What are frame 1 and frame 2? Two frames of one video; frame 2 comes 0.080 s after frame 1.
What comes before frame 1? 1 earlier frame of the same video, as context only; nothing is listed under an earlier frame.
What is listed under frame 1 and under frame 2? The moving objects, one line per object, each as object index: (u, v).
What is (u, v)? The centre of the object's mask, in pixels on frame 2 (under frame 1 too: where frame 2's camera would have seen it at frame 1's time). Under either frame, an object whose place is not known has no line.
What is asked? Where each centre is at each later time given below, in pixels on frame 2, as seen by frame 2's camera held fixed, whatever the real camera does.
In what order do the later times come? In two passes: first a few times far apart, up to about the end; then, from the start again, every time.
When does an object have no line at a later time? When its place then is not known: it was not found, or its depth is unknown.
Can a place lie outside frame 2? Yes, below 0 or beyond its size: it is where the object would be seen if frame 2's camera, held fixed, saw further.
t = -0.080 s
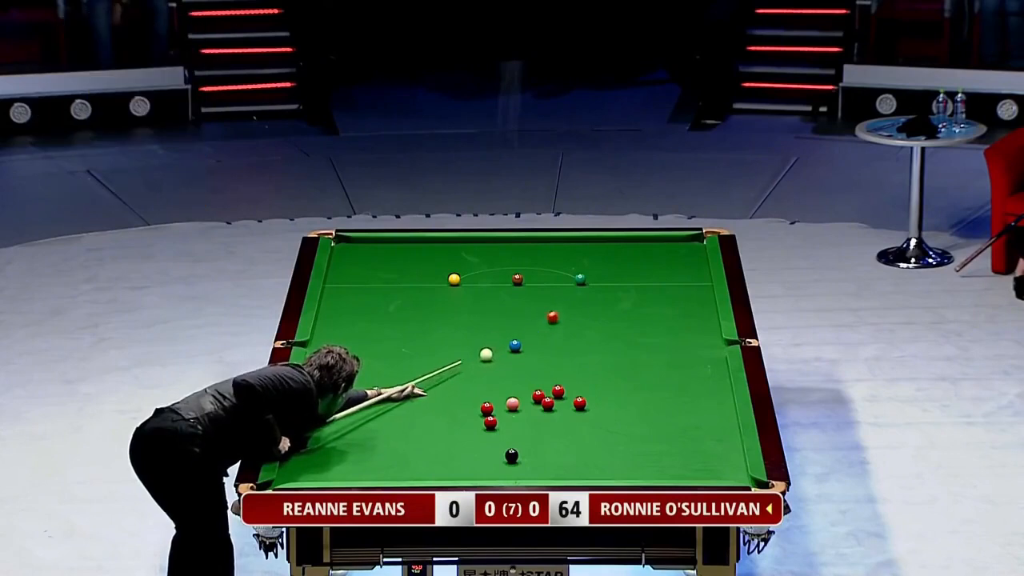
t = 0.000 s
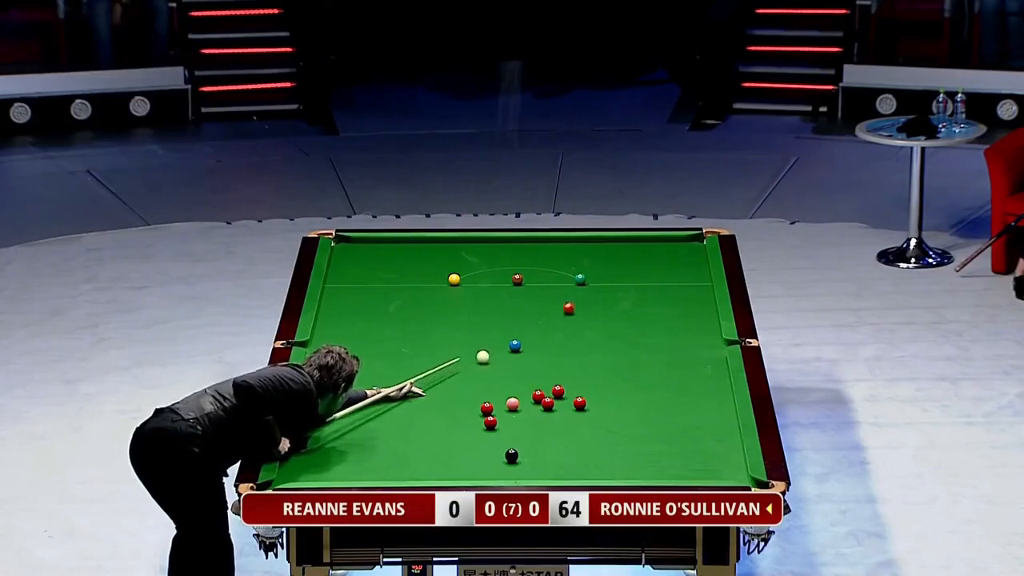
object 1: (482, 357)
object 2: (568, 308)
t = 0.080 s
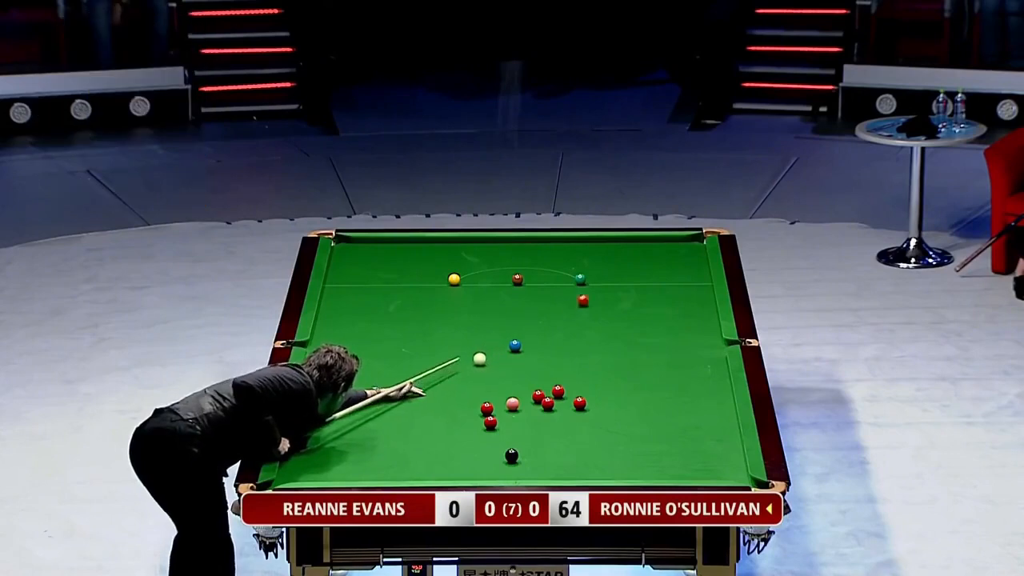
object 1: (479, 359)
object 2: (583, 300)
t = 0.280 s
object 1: (471, 364)
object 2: (618, 281)
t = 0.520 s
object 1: (462, 370)
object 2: (658, 260)
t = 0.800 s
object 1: (451, 377)
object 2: (701, 236)
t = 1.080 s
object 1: (442, 383)
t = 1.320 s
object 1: (434, 388)
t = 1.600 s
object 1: (425, 394)
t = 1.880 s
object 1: (417, 399)
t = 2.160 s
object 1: (409, 404)
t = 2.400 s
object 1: (403, 408)
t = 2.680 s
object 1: (397, 411)
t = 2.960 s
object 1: (392, 415)
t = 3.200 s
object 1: (388, 417)
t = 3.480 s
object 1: (384, 420)
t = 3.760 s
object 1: (382, 422)
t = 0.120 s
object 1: (478, 360)
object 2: (590, 296)
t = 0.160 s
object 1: (476, 361)
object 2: (597, 292)
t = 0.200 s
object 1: (475, 362)
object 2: (604, 289)
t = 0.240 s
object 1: (473, 363)
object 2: (611, 285)
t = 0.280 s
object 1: (471, 364)
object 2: (618, 281)
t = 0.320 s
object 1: (470, 365)
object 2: (625, 277)
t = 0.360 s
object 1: (468, 366)
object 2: (631, 274)
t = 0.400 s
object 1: (467, 367)
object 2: (638, 270)
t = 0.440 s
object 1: (465, 368)
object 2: (645, 267)
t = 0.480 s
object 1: (464, 369)
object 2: (651, 264)
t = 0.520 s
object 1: (462, 370)
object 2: (658, 260)
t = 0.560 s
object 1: (460, 371)
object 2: (664, 256)
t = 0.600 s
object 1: (459, 372)
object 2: (671, 253)
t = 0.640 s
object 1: (457, 373)
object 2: (677, 250)
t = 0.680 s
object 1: (456, 374)
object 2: (683, 247)
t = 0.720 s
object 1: (454, 375)
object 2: (689, 243)
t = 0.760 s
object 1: (453, 376)
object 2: (696, 239)
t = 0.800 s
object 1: (451, 377)
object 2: (701, 236)
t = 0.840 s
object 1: (450, 378)
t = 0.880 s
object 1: (449, 379)
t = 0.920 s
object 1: (447, 379)
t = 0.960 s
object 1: (446, 380)
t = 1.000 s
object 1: (444, 381)
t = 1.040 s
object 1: (443, 382)
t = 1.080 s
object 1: (442, 383)
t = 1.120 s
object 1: (440, 384)
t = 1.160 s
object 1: (439, 385)
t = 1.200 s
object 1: (438, 386)
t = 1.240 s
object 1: (436, 386)
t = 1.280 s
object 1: (435, 387)
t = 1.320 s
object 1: (434, 388)
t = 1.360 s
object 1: (432, 389)
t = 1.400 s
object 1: (431, 390)
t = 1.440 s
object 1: (430, 391)
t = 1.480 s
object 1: (429, 392)
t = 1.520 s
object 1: (427, 392)
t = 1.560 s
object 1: (426, 393)
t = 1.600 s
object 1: (425, 394)
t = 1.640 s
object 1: (424, 395)
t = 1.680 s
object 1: (422, 395)
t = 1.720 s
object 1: (421, 396)
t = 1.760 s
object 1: (420, 397)
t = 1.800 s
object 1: (419, 398)
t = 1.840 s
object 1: (418, 398)
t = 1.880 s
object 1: (417, 399)
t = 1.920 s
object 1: (415, 400)
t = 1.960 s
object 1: (414, 400)
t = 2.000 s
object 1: (413, 401)
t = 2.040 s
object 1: (412, 402)
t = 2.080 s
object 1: (411, 402)
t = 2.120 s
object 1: (410, 403)
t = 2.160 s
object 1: (409, 404)
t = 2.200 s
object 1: (408, 404)
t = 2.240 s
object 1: (407, 405)
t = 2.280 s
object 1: (406, 406)
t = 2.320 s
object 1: (405, 407)
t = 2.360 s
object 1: (404, 407)
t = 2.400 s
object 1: (403, 408)
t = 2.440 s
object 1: (402, 408)
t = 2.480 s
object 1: (402, 409)
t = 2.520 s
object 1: (401, 409)
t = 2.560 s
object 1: (400, 410)
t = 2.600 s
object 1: (399, 410)
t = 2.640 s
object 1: (398, 411)
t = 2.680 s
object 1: (397, 411)
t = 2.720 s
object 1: (396, 412)
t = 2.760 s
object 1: (396, 412)
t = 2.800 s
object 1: (395, 413)
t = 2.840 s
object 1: (394, 413)
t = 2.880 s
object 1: (394, 414)
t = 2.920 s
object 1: (393, 414)
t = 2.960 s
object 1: (392, 415)
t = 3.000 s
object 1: (391, 415)
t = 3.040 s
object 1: (391, 416)
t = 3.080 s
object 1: (390, 416)
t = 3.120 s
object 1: (389, 417)
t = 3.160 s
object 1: (389, 417)
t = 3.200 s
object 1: (388, 417)
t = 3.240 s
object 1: (387, 418)
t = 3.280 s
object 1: (387, 418)
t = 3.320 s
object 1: (386, 419)
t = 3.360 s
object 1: (386, 419)
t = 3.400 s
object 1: (385, 419)
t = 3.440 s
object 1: (385, 420)
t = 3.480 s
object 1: (384, 420)
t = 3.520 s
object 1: (384, 421)
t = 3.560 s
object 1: (383, 421)
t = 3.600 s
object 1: (383, 421)
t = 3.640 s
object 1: (383, 422)
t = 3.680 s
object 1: (382, 422)
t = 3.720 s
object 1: (382, 422)
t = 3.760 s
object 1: (382, 422)
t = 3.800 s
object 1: (381, 423)
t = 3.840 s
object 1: (381, 423)
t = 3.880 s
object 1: (381, 423)
